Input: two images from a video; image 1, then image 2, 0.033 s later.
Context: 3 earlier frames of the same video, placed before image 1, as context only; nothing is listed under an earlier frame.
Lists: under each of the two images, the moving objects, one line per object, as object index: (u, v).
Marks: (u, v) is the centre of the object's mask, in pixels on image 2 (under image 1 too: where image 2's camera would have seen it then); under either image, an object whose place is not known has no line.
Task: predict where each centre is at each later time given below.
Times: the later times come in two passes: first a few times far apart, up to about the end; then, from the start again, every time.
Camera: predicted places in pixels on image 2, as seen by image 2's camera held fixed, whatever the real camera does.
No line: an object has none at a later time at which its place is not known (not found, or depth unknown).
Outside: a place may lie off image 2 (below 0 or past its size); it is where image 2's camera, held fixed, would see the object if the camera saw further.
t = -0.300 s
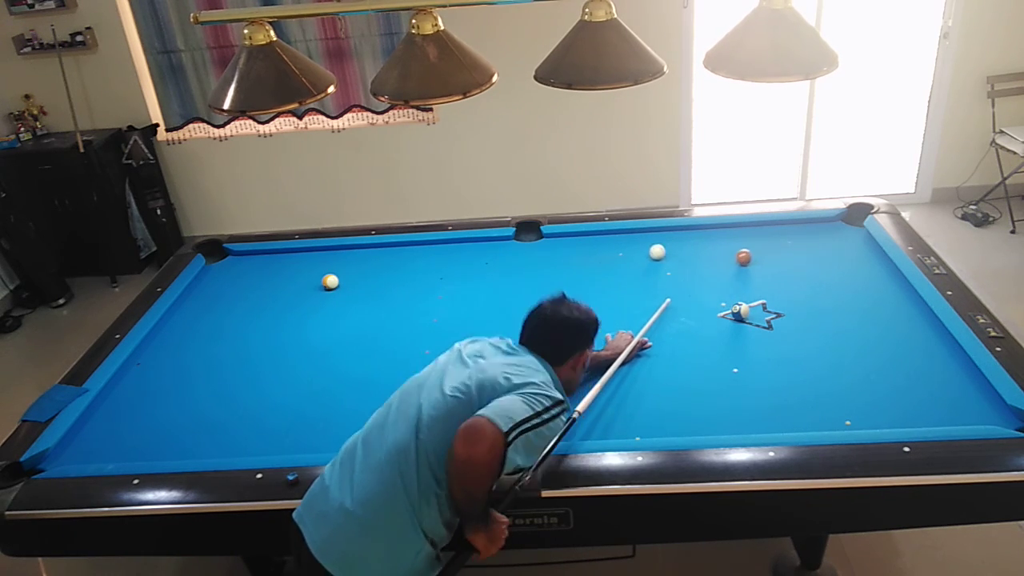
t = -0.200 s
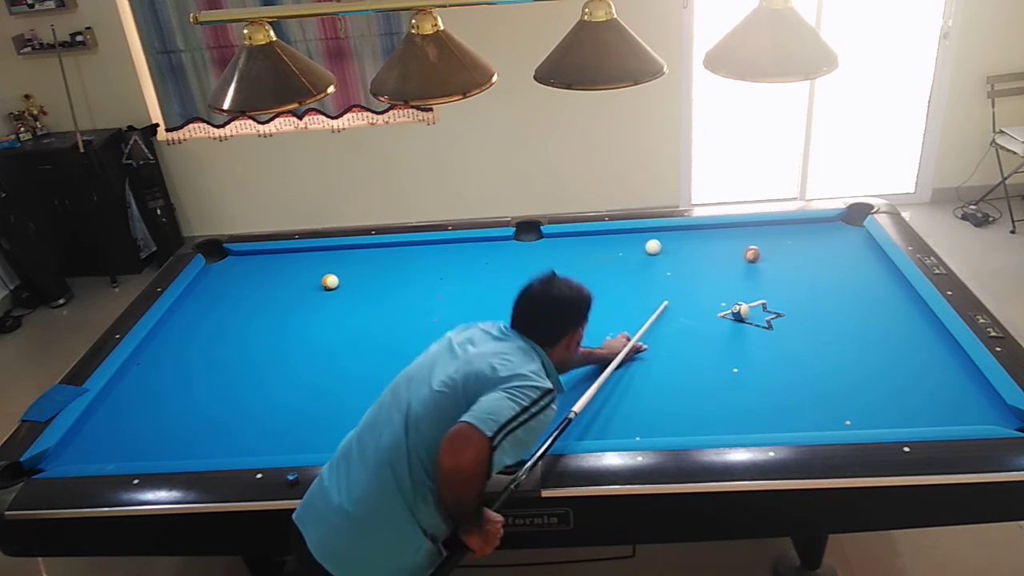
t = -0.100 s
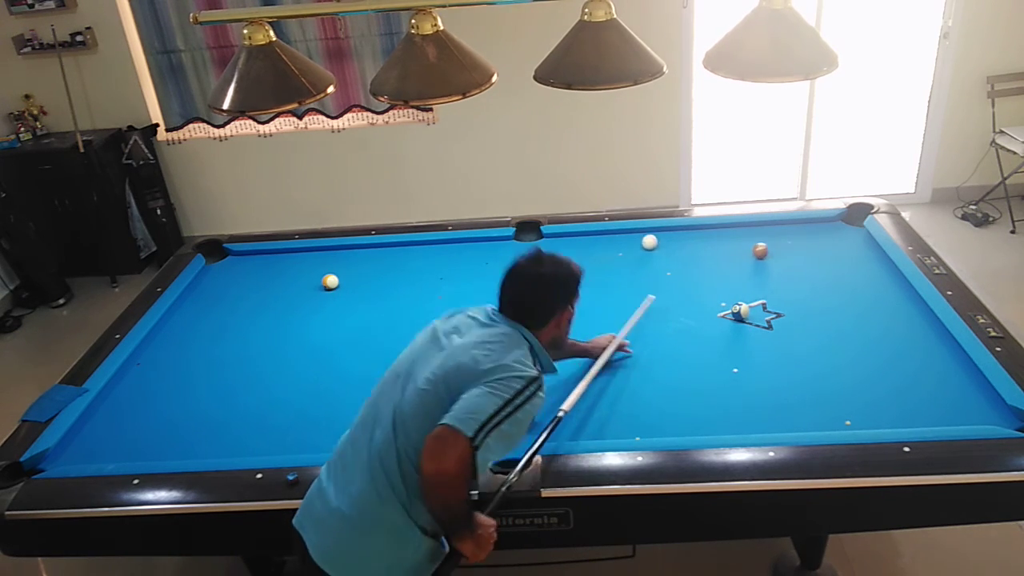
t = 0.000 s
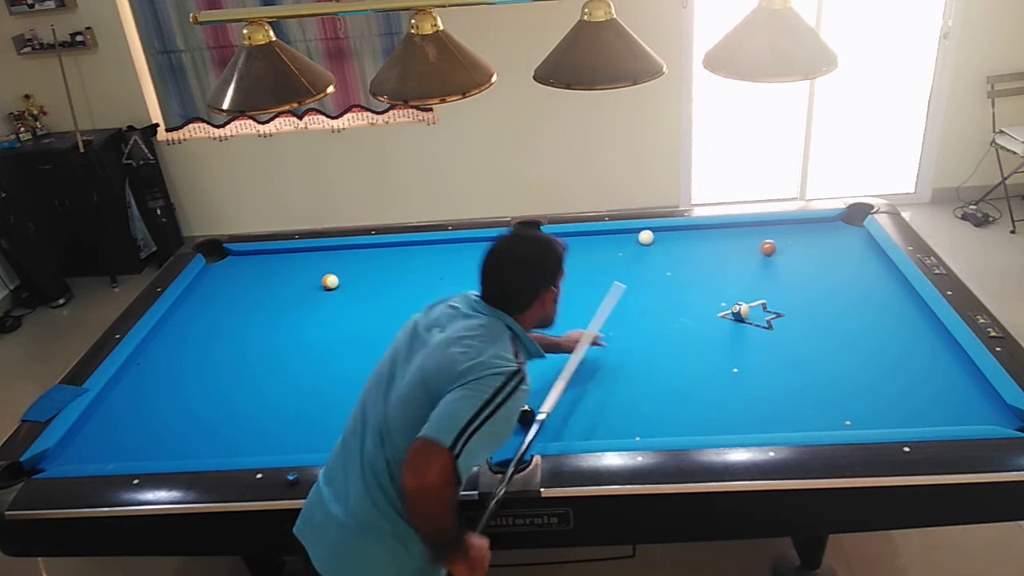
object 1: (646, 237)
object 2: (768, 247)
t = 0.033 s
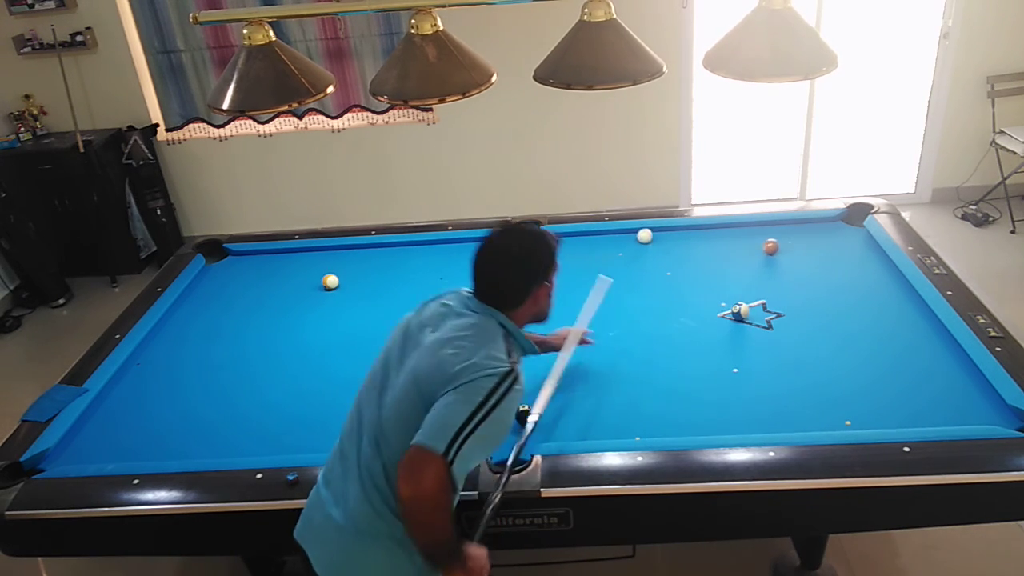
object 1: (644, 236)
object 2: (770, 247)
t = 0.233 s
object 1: (639, 234)
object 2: (785, 241)
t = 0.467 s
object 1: (634, 240)
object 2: (802, 234)
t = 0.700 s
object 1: (629, 246)
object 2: (817, 229)
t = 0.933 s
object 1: (625, 251)
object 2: (831, 223)
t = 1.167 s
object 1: (621, 256)
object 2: (843, 218)
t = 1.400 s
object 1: (617, 260)
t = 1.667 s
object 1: (613, 265)
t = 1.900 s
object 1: (611, 268)
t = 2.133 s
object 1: (609, 271)
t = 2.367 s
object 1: (607, 273)
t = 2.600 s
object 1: (605, 275)
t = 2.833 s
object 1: (603, 277)
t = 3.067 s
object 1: (602, 277)
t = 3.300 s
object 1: (601, 278)
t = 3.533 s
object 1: (601, 278)
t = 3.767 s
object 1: (601, 278)
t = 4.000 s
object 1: (601, 278)
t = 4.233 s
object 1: (601, 278)
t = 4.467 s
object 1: (602, 278)
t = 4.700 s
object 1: (602, 278)
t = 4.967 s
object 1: (602, 278)
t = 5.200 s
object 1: (602, 278)
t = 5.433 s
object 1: (602, 278)
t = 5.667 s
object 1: (602, 278)
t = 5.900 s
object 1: (601, 278)
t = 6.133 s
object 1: (601, 278)
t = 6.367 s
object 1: (601, 278)
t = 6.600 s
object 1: (602, 278)
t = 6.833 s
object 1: (602, 278)
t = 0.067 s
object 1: (643, 234)
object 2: (773, 246)
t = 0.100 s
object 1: (642, 233)
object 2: (776, 244)
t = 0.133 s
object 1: (641, 232)
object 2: (778, 244)
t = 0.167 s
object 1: (640, 232)
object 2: (780, 243)
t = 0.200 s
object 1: (640, 233)
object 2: (783, 242)
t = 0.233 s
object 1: (639, 234)
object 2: (785, 241)
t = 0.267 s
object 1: (638, 235)
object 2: (788, 240)
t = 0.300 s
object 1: (638, 236)
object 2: (790, 239)
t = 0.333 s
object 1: (637, 237)
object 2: (792, 238)
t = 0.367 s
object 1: (636, 238)
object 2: (795, 237)
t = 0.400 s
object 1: (636, 238)
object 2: (797, 236)
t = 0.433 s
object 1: (635, 239)
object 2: (799, 235)
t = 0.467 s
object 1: (634, 240)
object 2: (802, 234)
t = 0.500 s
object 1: (634, 241)
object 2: (804, 234)
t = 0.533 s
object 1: (633, 241)
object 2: (806, 233)
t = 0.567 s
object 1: (632, 242)
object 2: (808, 232)
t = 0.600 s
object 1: (631, 243)
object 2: (810, 231)
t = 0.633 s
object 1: (631, 244)
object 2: (812, 230)
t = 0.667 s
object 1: (630, 245)
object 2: (814, 229)
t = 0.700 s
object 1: (629, 246)
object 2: (817, 229)
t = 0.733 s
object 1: (629, 246)
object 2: (819, 228)
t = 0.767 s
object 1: (628, 247)
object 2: (821, 227)
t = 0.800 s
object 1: (628, 248)
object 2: (823, 226)
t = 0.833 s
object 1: (627, 249)
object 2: (825, 225)
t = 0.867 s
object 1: (626, 249)
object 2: (826, 225)
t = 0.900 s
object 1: (625, 250)
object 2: (828, 224)
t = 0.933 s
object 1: (625, 251)
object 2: (831, 223)
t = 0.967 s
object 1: (624, 251)
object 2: (832, 222)
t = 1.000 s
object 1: (624, 252)
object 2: (834, 222)
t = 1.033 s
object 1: (623, 253)
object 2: (836, 221)
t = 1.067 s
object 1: (623, 254)
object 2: (838, 220)
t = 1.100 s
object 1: (622, 254)
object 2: (839, 219)
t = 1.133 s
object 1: (622, 255)
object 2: (841, 219)
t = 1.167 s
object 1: (621, 256)
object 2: (843, 218)
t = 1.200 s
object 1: (620, 256)
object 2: (844, 218)
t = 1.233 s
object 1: (620, 257)
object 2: (846, 217)
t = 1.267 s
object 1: (619, 258)
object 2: (848, 216)
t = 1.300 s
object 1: (619, 258)
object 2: (849, 217)
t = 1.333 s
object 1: (618, 259)
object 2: (851, 218)
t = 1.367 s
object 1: (618, 259)
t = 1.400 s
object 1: (617, 260)
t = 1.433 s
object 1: (617, 261)
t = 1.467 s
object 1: (616, 261)
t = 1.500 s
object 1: (616, 262)
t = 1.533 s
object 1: (615, 262)
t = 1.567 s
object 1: (615, 263)
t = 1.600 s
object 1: (614, 263)
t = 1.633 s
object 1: (614, 264)
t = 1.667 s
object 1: (613, 265)
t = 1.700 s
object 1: (613, 265)
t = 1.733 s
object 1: (613, 266)
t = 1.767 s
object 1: (612, 266)
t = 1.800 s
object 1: (612, 266)
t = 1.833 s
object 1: (612, 267)
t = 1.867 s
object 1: (611, 267)
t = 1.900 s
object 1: (611, 268)
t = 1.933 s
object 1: (611, 268)
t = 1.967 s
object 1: (610, 269)
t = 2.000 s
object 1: (610, 269)
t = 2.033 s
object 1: (610, 270)
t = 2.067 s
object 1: (609, 270)
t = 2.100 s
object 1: (609, 270)
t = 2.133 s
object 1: (609, 271)
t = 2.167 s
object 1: (608, 271)
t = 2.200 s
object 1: (608, 272)
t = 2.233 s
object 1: (608, 272)
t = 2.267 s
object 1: (608, 272)
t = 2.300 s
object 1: (607, 273)
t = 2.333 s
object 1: (607, 273)
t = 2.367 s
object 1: (607, 273)
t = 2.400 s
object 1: (606, 274)
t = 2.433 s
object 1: (606, 274)
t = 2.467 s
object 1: (606, 274)
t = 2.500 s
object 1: (606, 275)
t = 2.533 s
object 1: (605, 275)
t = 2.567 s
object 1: (605, 275)
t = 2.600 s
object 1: (605, 275)
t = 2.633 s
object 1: (605, 276)
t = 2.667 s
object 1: (605, 276)
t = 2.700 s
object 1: (604, 276)
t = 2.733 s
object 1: (604, 276)
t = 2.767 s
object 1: (604, 276)
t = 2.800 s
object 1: (604, 277)
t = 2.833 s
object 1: (603, 277)
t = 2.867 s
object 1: (603, 277)
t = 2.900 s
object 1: (603, 277)
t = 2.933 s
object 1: (603, 277)
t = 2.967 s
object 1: (603, 277)
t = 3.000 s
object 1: (602, 277)
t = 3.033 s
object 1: (602, 277)
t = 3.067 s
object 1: (602, 277)
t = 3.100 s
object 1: (602, 277)
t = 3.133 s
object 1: (602, 277)
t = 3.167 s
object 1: (602, 277)
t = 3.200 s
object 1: (601, 277)
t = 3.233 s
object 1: (601, 277)
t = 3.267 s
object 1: (601, 278)
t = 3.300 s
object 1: (601, 278)
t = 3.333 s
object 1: (601, 278)
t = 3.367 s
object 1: (601, 278)
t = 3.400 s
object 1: (601, 278)
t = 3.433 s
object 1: (601, 278)
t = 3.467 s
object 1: (601, 278)
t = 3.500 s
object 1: (601, 278)
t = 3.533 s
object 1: (601, 278)
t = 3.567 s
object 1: (601, 278)
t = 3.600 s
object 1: (601, 278)
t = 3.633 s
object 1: (601, 278)
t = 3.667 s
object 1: (601, 278)
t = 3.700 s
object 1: (601, 278)
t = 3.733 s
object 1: (601, 278)
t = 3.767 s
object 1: (601, 278)
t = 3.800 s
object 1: (601, 278)
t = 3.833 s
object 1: (601, 278)
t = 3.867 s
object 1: (601, 278)
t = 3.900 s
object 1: (601, 278)
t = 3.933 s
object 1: (601, 278)
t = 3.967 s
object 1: (602, 278)
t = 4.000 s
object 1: (601, 278)
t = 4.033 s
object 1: (601, 278)
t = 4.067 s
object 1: (602, 278)
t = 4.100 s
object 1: (602, 278)
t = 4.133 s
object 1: (601, 278)
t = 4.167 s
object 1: (601, 278)
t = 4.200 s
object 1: (601, 278)
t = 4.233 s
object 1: (601, 278)
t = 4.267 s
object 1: (602, 278)
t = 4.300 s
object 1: (602, 278)
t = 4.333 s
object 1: (601, 278)
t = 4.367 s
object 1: (602, 278)
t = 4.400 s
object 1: (602, 278)
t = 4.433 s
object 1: (602, 278)
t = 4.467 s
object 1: (602, 278)
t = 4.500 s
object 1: (602, 278)
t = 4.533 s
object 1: (602, 278)
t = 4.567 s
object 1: (602, 278)
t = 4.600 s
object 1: (602, 278)
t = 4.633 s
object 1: (602, 278)
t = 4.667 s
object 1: (602, 278)
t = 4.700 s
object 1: (602, 278)
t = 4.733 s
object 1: (602, 278)
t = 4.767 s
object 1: (602, 278)
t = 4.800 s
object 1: (602, 278)
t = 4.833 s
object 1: (602, 278)
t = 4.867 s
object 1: (602, 278)
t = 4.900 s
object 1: (602, 278)
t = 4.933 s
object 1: (602, 278)
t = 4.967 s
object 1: (602, 278)
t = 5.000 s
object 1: (602, 278)
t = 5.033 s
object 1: (602, 278)
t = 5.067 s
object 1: (602, 278)
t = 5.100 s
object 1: (602, 278)
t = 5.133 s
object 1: (602, 278)
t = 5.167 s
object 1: (602, 278)
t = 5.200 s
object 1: (602, 278)
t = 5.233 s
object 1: (602, 278)
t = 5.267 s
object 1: (602, 278)
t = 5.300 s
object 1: (602, 278)
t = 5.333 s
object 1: (602, 278)
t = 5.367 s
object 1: (602, 278)
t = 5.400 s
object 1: (602, 278)
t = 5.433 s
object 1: (602, 278)
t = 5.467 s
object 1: (602, 278)
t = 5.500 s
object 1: (602, 278)
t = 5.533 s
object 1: (601, 278)
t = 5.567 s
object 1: (601, 278)
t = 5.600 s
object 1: (601, 278)
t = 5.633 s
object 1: (602, 278)
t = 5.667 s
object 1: (602, 278)
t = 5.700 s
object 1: (601, 278)
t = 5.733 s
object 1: (601, 278)
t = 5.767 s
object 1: (601, 278)
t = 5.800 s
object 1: (601, 278)
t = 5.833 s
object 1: (601, 278)
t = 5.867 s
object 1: (601, 278)
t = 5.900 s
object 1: (601, 278)
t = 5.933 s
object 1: (601, 278)
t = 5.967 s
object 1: (601, 278)
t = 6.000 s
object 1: (601, 278)
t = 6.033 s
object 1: (601, 278)
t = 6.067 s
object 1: (601, 278)
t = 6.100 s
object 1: (601, 278)
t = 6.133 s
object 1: (601, 278)
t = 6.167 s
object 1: (601, 278)
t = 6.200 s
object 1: (601, 278)
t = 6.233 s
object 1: (601, 278)
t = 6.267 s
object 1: (601, 278)
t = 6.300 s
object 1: (601, 278)
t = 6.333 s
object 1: (601, 278)
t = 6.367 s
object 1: (601, 278)
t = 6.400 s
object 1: (601, 278)
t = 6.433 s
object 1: (601, 278)
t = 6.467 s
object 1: (602, 278)
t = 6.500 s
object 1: (602, 278)
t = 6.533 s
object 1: (602, 278)
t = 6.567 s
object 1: (602, 278)
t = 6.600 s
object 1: (602, 278)
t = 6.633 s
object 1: (602, 278)
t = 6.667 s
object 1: (602, 278)
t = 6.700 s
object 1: (602, 278)
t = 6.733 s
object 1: (602, 278)
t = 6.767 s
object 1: (602, 278)
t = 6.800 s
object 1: (602, 278)
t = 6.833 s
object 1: (602, 278)
